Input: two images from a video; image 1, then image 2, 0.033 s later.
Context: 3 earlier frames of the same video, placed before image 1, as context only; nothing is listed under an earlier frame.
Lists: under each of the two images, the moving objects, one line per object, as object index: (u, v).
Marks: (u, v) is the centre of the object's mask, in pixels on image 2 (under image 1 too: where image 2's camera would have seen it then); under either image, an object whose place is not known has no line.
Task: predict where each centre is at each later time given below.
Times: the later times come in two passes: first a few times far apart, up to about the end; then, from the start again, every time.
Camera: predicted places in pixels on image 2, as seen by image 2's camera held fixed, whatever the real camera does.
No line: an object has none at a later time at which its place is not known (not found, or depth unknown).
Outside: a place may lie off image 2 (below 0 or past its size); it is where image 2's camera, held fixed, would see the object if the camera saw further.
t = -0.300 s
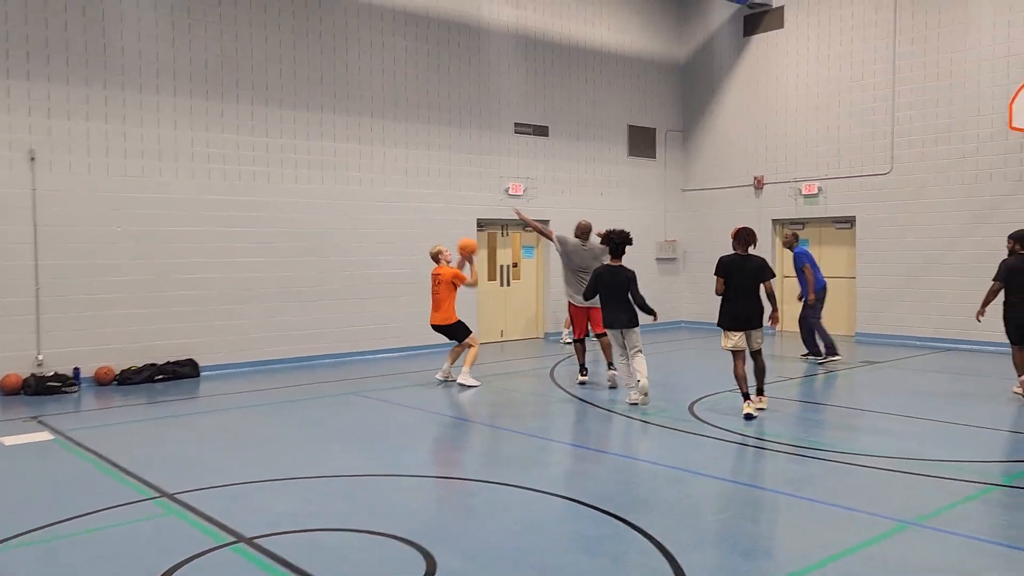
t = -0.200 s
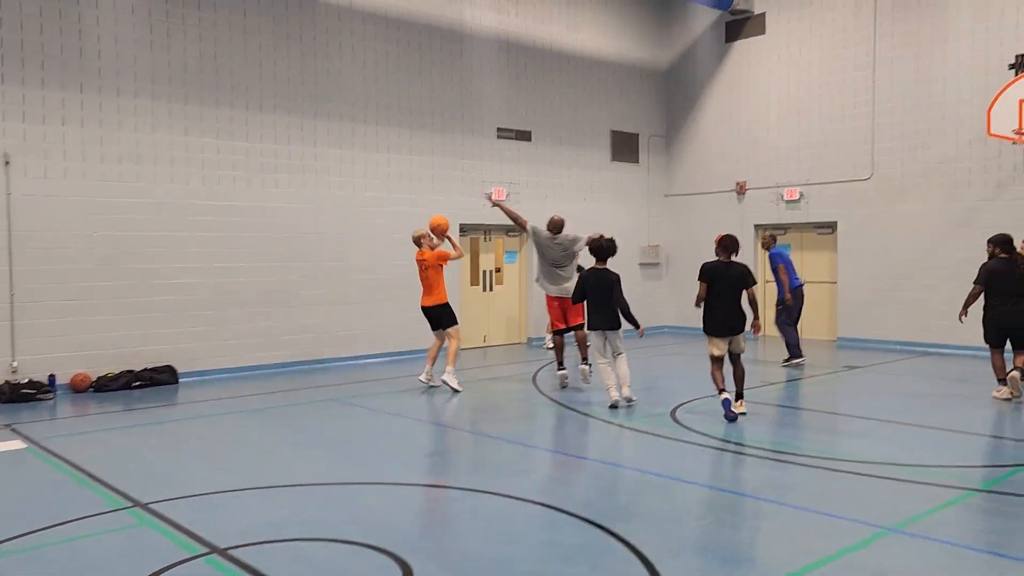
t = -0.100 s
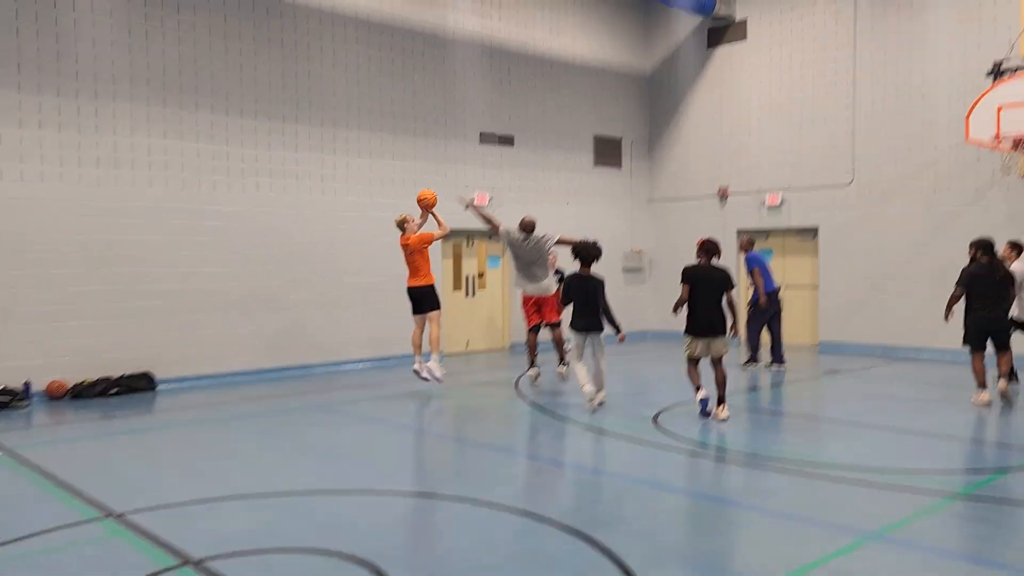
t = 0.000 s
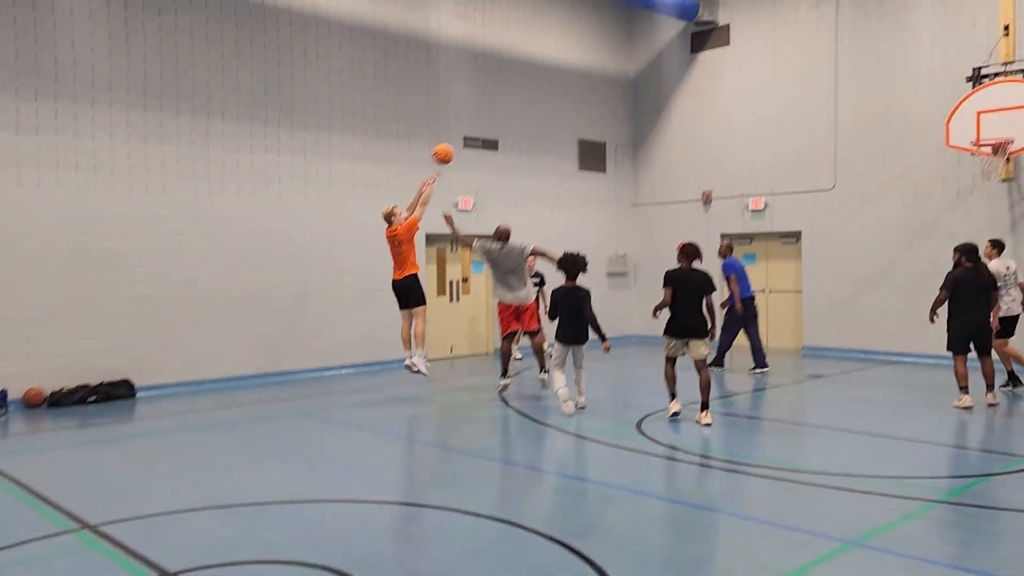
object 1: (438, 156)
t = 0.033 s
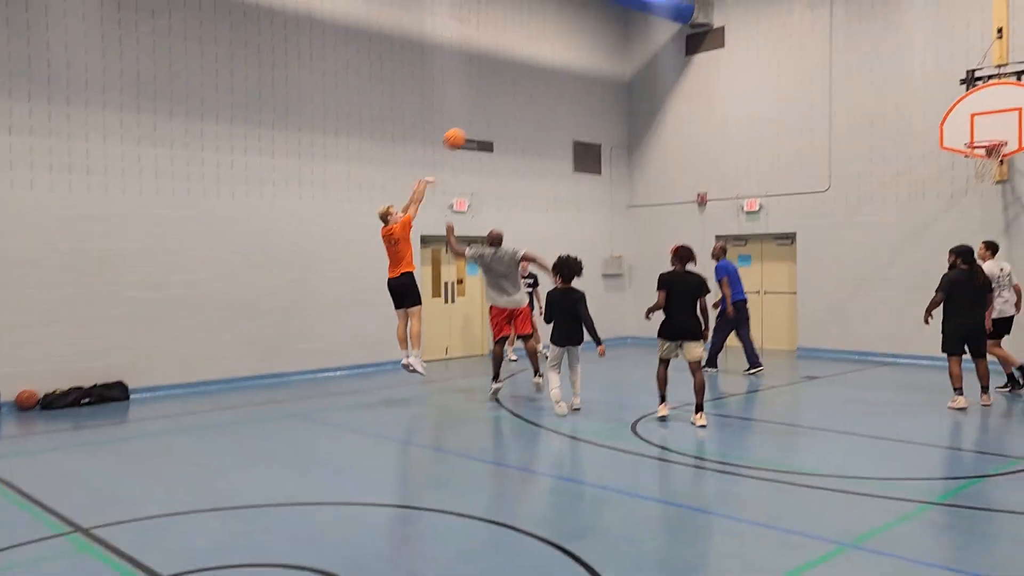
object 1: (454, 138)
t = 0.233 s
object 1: (550, 60)
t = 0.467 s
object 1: (658, 10)
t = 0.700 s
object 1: (764, 7)
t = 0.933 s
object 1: (865, 47)
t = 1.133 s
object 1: (948, 116)
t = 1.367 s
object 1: (940, 92)
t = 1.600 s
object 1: (904, 73)
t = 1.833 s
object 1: (868, 97)
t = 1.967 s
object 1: (847, 129)
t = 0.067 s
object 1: (471, 123)
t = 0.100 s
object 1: (487, 108)
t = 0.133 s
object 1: (503, 94)
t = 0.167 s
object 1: (519, 82)
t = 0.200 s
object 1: (534, 70)
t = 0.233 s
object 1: (550, 60)
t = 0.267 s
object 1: (566, 49)
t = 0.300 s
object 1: (582, 40)
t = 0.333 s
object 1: (597, 32)
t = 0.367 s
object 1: (612, 25)
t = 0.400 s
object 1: (627, 19)
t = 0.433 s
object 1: (643, 15)
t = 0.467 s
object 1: (658, 10)
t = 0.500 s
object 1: (674, 6)
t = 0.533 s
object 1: (689, 4)
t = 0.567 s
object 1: (704, 3)
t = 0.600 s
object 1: (719, 3)
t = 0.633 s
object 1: (734, 3)
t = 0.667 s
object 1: (749, 5)
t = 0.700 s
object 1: (764, 7)
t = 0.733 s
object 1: (778, 10)
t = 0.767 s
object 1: (793, 14)
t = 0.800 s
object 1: (808, 19)
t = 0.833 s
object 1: (822, 25)
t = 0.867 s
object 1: (837, 32)
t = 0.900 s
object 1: (851, 39)
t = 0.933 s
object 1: (865, 47)
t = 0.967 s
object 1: (879, 57)
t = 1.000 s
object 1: (893, 67)
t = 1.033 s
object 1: (907, 78)
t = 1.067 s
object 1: (921, 90)
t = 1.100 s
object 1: (935, 102)
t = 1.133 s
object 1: (948, 116)
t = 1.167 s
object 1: (962, 130)
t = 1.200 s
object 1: (965, 132)
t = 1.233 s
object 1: (960, 122)
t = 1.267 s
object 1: (954, 113)
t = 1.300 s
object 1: (949, 106)
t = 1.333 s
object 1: (945, 99)
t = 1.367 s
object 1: (940, 92)
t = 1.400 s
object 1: (935, 87)
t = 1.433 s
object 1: (929, 83)
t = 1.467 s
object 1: (924, 79)
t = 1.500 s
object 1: (919, 76)
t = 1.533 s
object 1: (914, 74)
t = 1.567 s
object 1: (909, 73)
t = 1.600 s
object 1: (904, 73)
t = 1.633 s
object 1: (898, 74)
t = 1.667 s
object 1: (893, 76)
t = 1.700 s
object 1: (888, 78)
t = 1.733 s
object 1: (883, 81)
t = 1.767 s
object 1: (878, 85)
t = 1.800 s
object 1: (873, 90)
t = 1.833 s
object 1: (868, 97)
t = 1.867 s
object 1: (863, 103)
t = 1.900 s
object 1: (858, 111)
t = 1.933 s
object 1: (853, 120)
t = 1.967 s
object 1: (847, 129)
